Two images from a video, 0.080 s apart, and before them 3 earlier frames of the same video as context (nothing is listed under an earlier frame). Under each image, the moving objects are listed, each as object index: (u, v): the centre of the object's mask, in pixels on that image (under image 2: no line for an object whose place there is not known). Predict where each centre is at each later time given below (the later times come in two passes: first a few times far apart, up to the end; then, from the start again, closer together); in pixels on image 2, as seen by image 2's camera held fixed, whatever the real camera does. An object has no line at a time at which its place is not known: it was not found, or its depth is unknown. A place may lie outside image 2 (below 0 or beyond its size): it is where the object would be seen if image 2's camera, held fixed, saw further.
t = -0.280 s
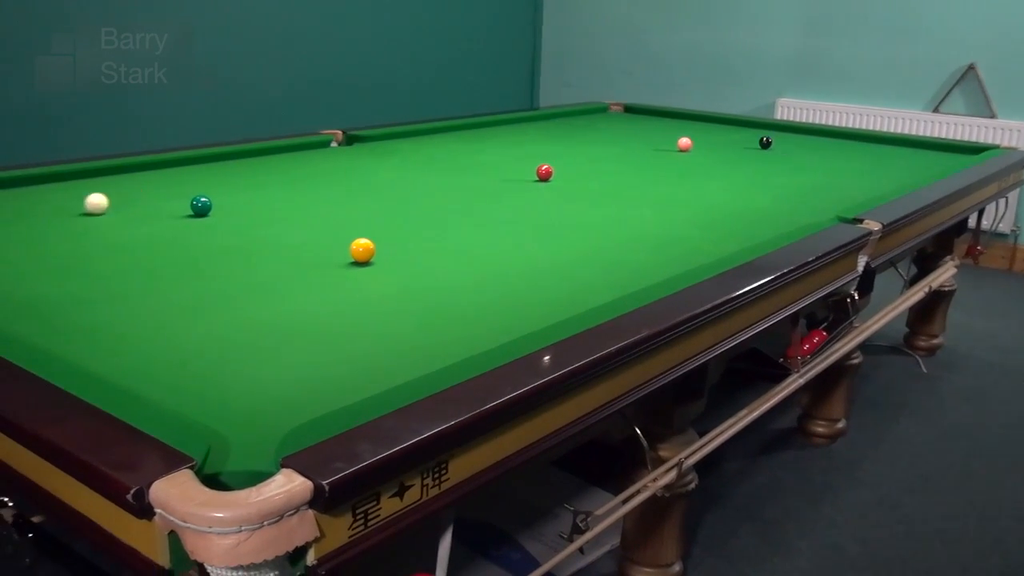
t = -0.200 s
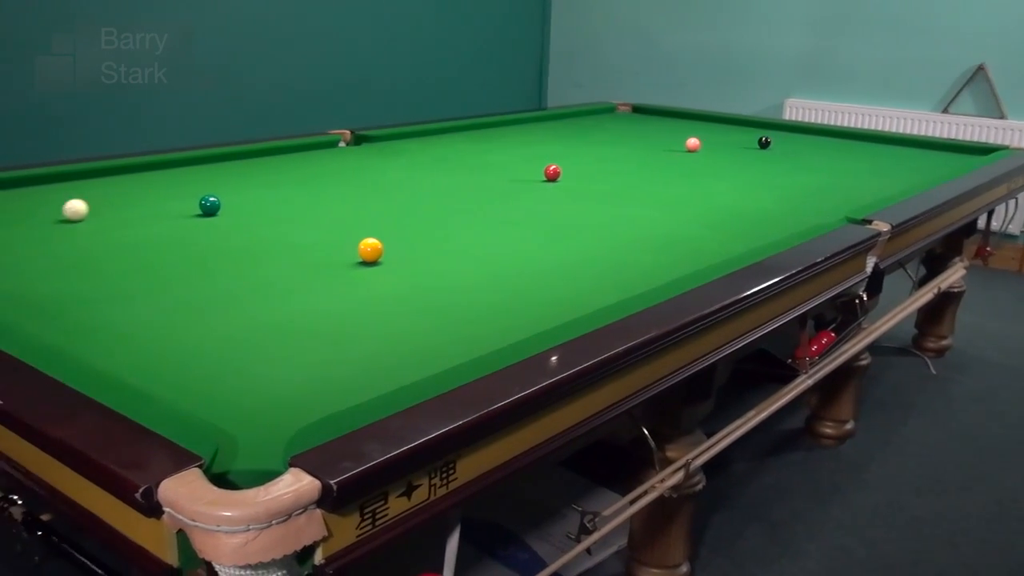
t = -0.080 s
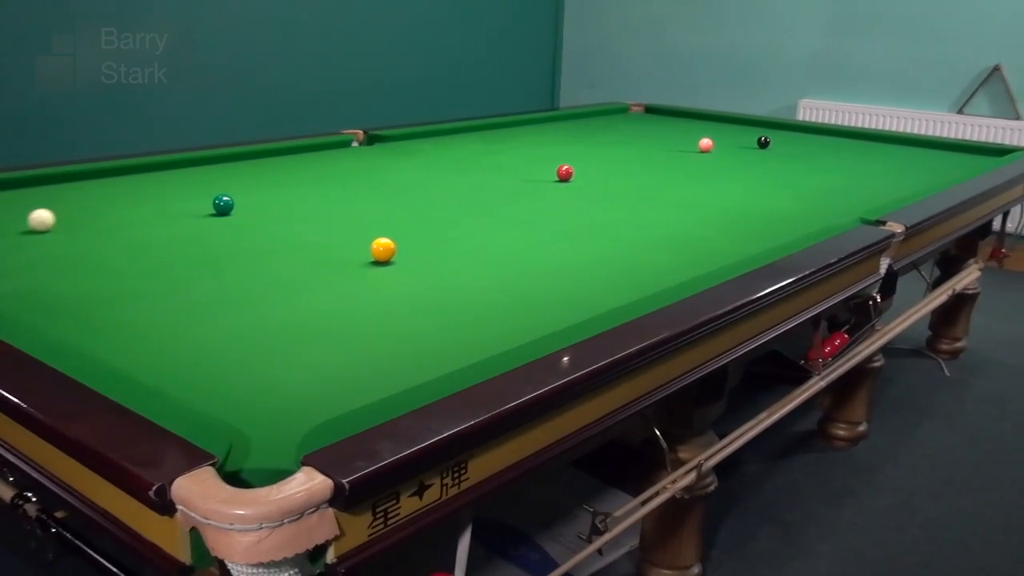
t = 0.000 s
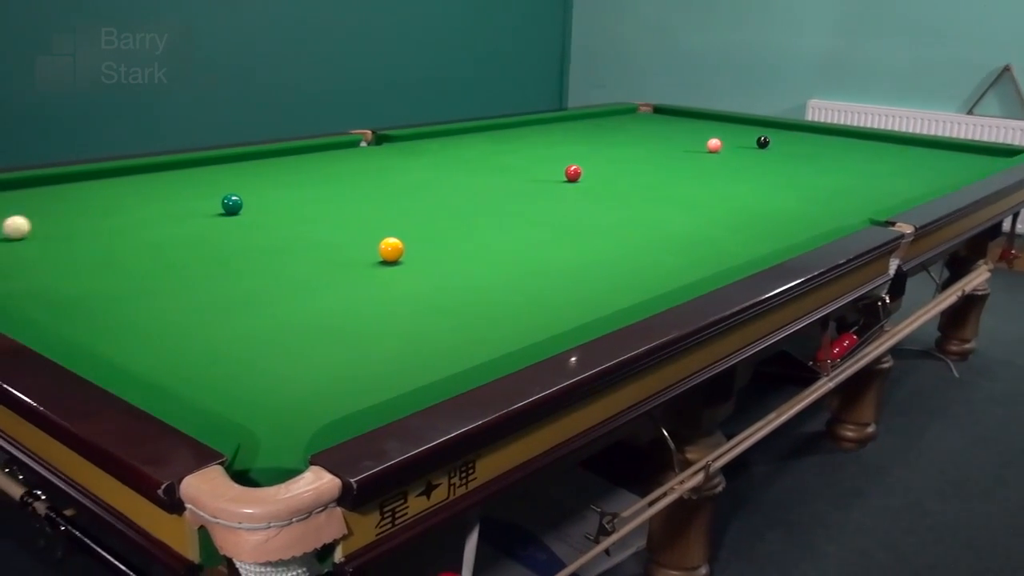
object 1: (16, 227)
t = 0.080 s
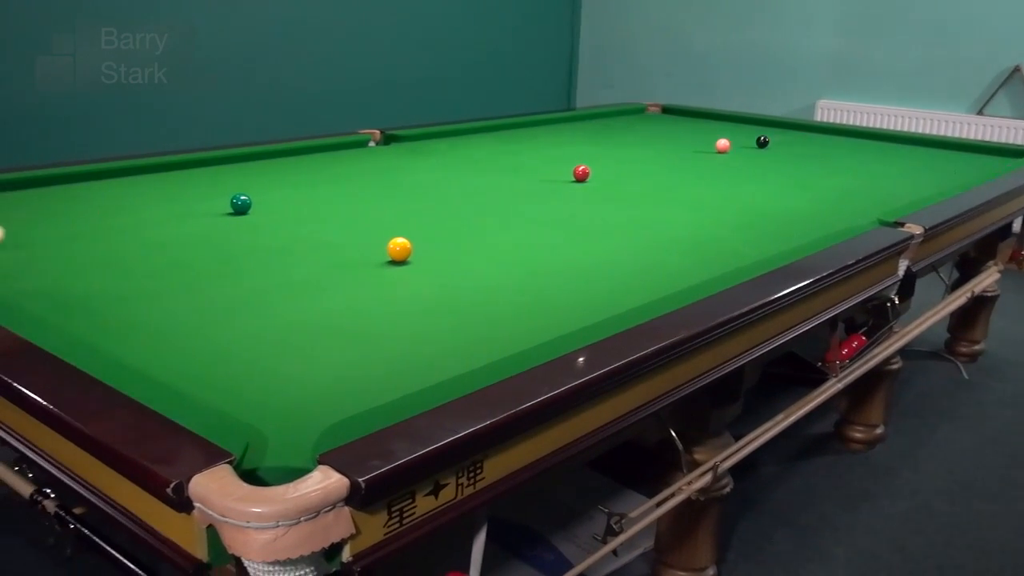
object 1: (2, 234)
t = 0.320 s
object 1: (-23, 247)
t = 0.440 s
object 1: (24, 244)
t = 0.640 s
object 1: (105, 239)
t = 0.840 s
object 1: (181, 235)
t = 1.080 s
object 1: (263, 230)
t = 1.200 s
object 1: (302, 228)
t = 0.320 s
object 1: (-23, 247)
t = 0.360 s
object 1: (-10, 246)
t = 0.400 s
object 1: (7, 245)
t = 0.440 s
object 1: (24, 244)
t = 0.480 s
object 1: (41, 243)
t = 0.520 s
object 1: (57, 242)
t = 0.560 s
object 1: (74, 241)
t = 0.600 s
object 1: (90, 240)
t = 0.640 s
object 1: (105, 239)
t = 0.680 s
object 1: (121, 239)
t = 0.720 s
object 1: (136, 238)
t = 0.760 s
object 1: (151, 237)
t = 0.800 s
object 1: (166, 236)
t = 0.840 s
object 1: (181, 235)
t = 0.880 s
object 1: (195, 234)
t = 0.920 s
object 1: (209, 233)
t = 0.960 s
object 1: (223, 232)
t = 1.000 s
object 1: (237, 232)
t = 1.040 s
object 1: (250, 231)
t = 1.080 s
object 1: (263, 230)
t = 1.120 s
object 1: (276, 229)
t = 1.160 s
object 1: (289, 228)
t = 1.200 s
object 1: (302, 228)
